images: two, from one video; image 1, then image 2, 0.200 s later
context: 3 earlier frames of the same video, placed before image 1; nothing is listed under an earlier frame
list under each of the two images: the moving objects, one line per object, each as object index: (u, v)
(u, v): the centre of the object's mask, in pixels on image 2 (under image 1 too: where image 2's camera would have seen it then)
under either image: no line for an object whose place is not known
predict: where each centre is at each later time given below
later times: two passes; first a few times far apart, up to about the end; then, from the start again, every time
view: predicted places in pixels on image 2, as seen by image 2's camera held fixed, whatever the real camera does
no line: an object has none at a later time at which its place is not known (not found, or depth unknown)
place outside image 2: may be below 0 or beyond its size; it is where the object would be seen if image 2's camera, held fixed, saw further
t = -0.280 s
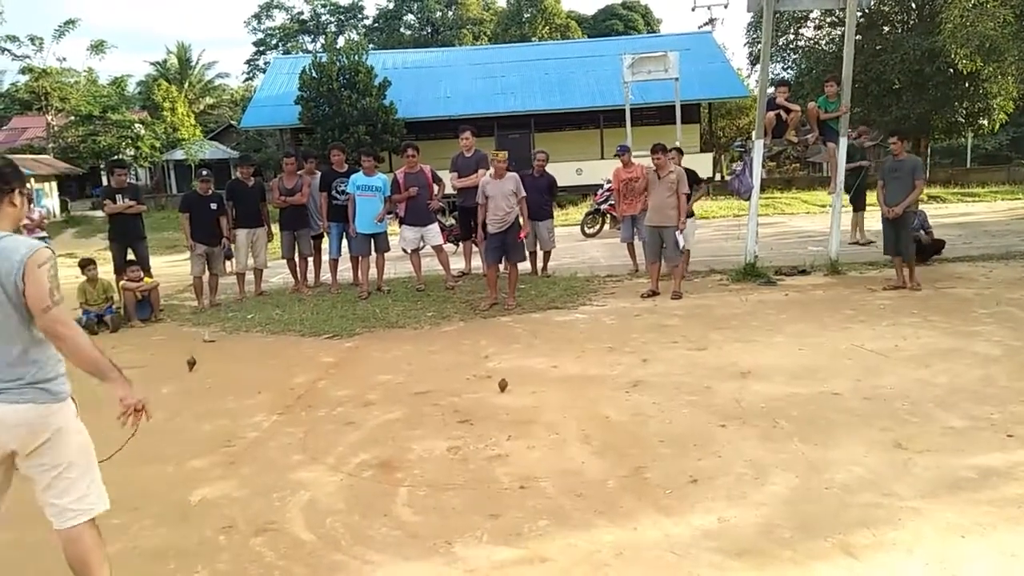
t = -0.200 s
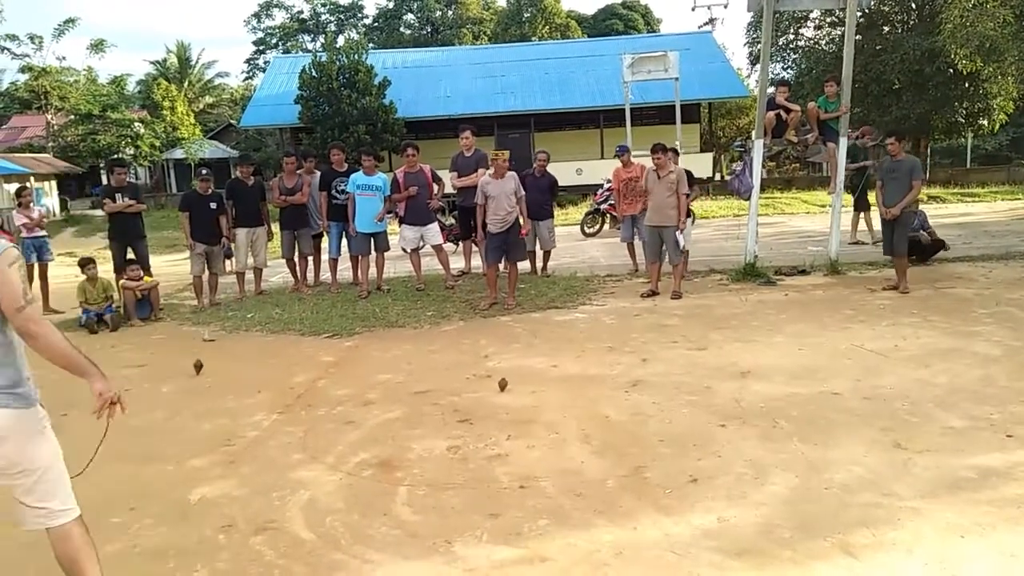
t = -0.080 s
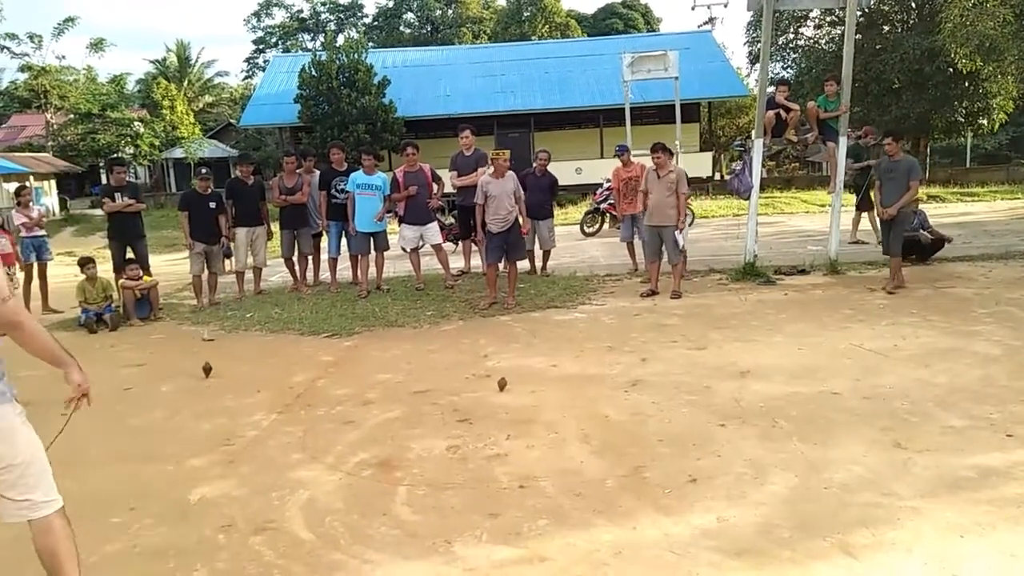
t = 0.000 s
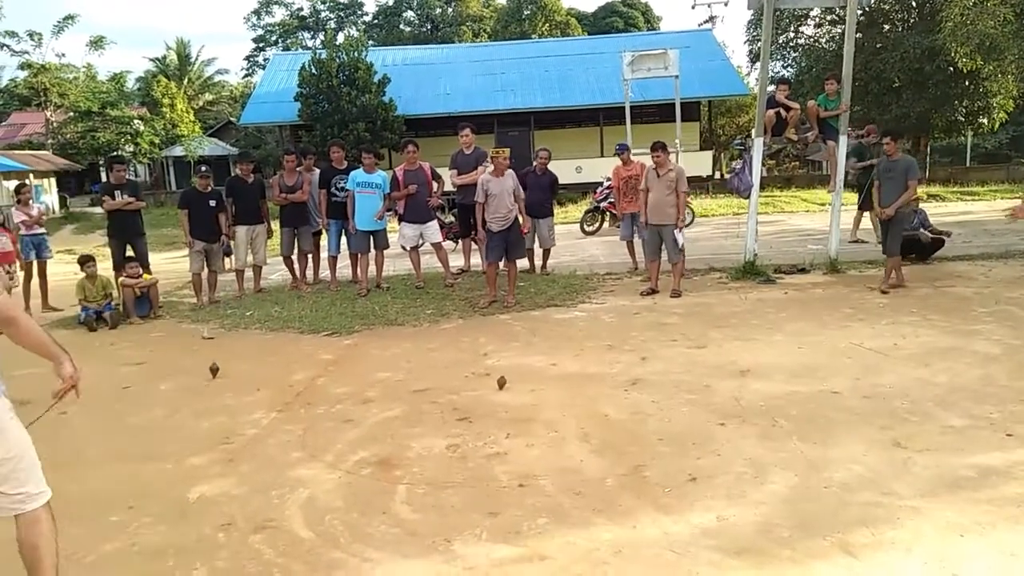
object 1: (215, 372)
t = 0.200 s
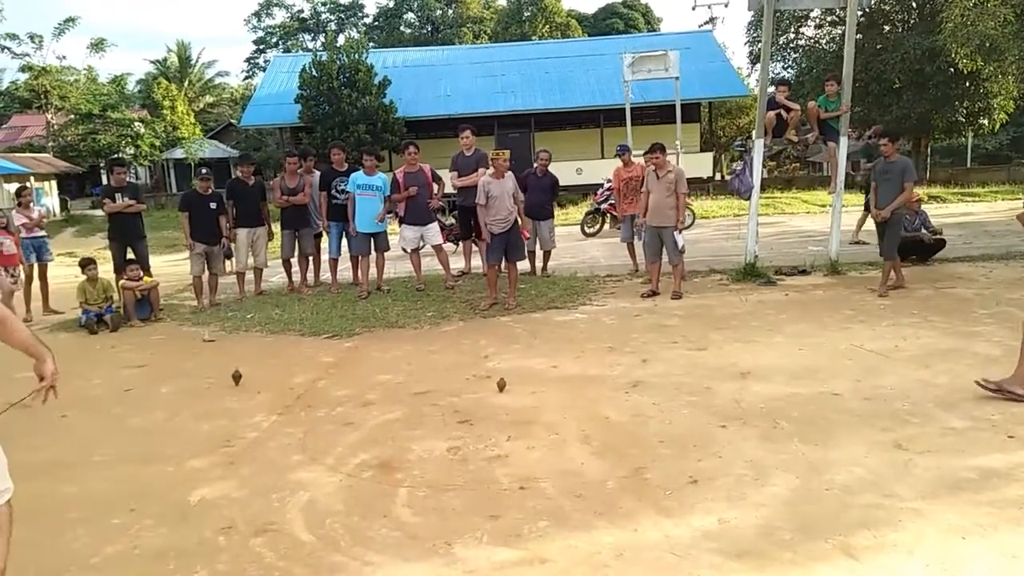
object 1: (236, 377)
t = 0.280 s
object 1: (247, 379)
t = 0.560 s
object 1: (288, 382)
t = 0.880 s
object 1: (337, 381)
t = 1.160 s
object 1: (379, 379)
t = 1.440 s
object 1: (418, 375)
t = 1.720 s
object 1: (452, 370)
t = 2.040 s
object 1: (483, 364)
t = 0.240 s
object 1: (242, 378)
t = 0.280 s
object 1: (247, 379)
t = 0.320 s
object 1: (252, 379)
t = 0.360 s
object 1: (258, 381)
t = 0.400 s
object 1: (264, 380)
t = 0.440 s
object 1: (270, 381)
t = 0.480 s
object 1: (276, 381)
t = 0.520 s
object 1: (281, 382)
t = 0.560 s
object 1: (288, 382)
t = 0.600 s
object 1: (294, 382)
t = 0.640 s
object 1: (300, 382)
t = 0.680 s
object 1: (306, 382)
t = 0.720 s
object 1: (312, 382)
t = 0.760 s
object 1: (318, 382)
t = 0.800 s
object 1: (324, 382)
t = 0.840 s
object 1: (331, 382)
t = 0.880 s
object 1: (337, 381)
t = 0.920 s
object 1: (344, 381)
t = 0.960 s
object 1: (349, 380)
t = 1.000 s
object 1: (355, 380)
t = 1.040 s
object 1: (361, 380)
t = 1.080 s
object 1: (368, 380)
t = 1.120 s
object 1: (373, 380)
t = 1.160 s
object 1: (379, 379)
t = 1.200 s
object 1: (385, 378)
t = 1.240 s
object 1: (390, 378)
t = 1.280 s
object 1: (396, 377)
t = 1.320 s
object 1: (402, 376)
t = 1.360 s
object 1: (407, 376)
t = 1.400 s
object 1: (412, 375)
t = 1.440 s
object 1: (418, 375)
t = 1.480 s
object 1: (423, 374)
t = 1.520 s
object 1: (429, 373)
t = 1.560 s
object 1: (433, 373)
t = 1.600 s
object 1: (438, 372)
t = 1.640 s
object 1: (443, 371)
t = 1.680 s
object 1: (447, 370)
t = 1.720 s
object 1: (452, 370)
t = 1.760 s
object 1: (456, 369)
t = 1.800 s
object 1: (461, 368)
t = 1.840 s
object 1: (465, 367)
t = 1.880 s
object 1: (469, 366)
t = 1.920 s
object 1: (472, 366)
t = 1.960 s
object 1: (476, 365)
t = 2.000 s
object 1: (480, 365)
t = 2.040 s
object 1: (483, 364)
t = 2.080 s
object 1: (487, 363)
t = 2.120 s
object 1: (490, 363)
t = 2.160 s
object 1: (493, 361)
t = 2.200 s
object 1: (496, 361)
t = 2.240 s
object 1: (499, 361)
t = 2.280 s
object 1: (502, 360)
